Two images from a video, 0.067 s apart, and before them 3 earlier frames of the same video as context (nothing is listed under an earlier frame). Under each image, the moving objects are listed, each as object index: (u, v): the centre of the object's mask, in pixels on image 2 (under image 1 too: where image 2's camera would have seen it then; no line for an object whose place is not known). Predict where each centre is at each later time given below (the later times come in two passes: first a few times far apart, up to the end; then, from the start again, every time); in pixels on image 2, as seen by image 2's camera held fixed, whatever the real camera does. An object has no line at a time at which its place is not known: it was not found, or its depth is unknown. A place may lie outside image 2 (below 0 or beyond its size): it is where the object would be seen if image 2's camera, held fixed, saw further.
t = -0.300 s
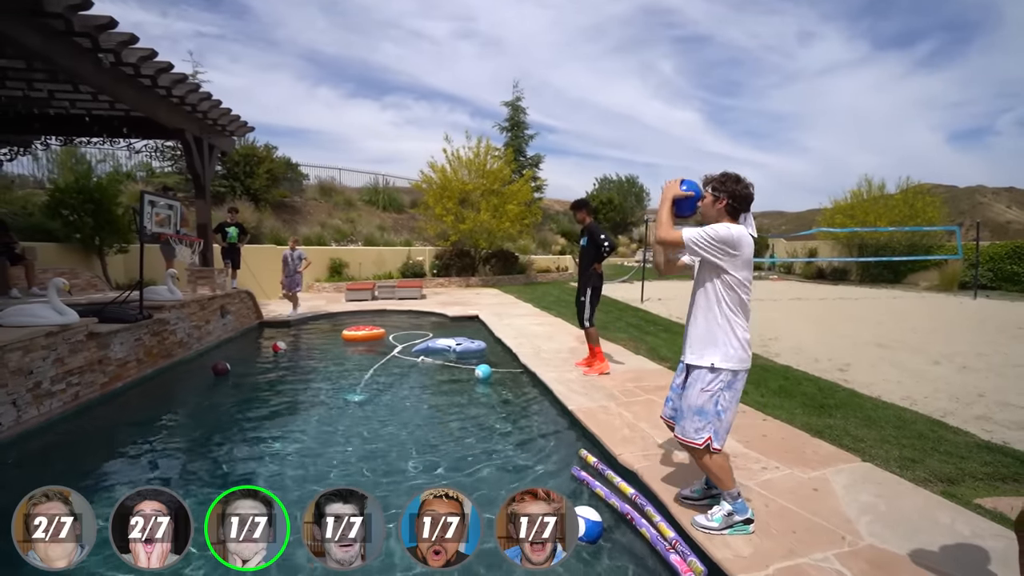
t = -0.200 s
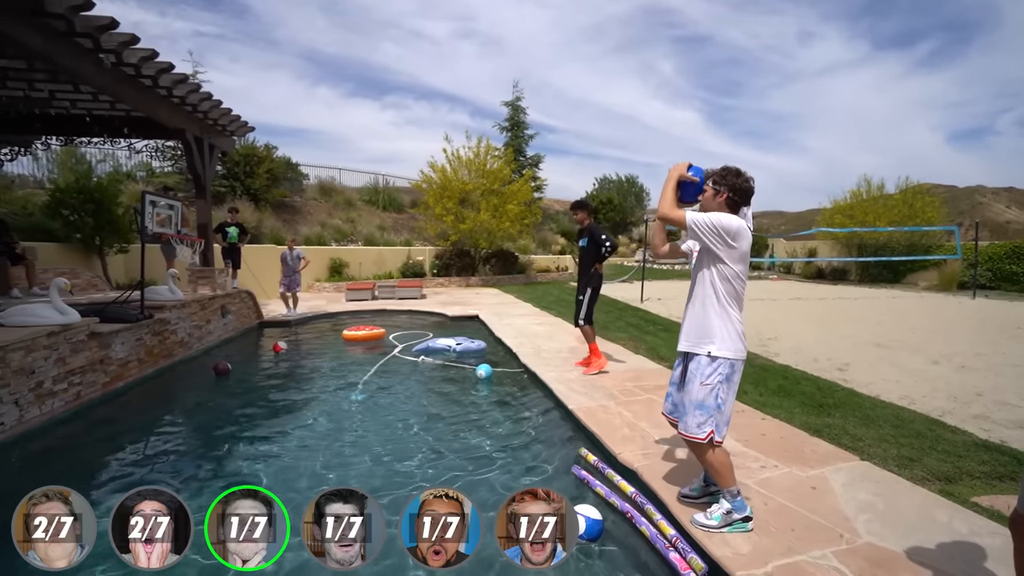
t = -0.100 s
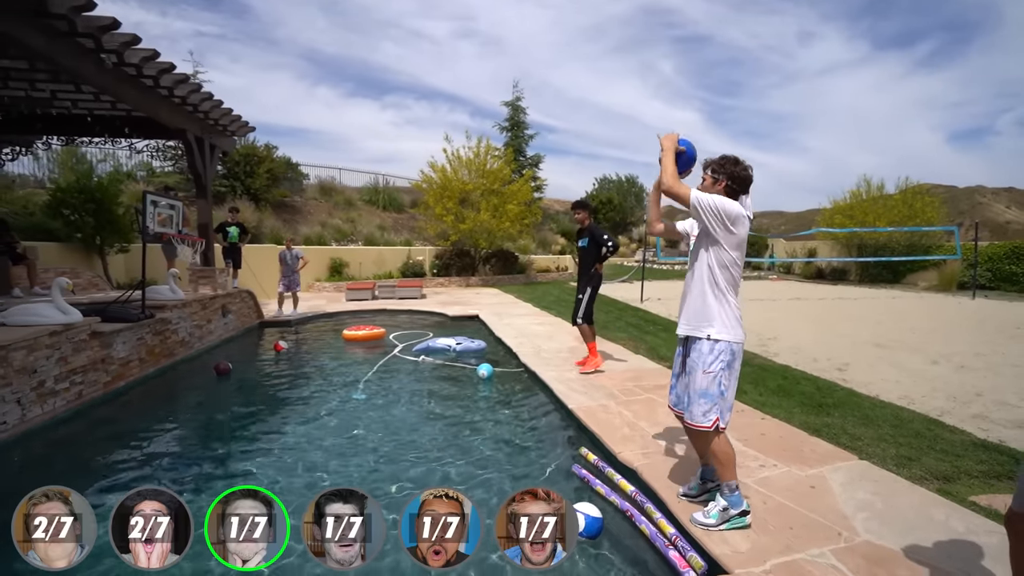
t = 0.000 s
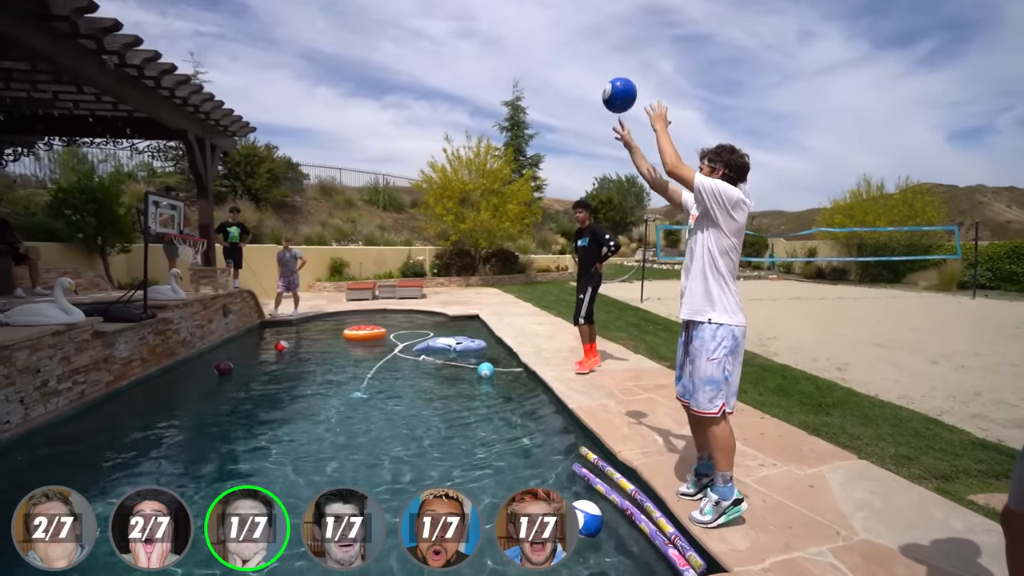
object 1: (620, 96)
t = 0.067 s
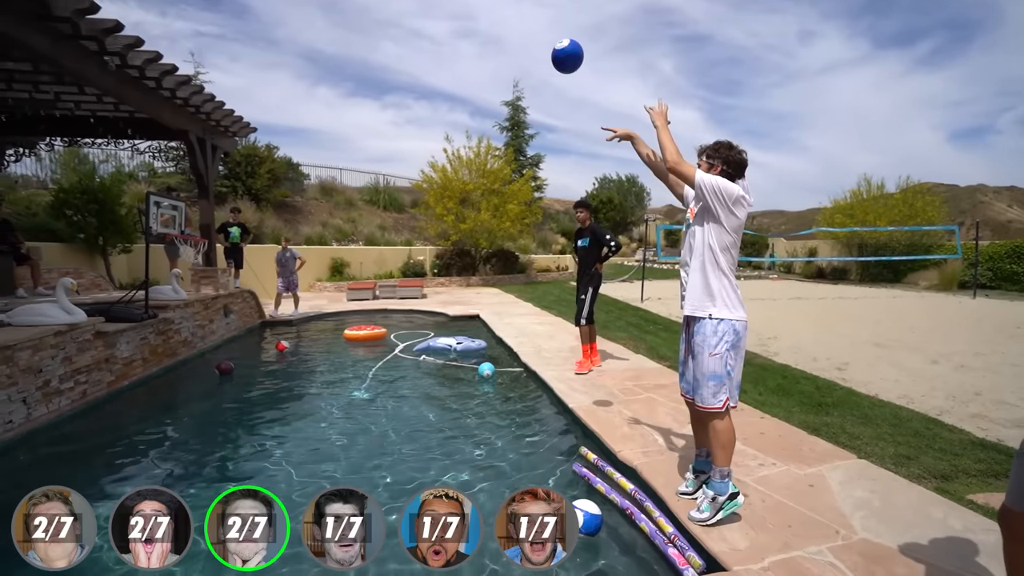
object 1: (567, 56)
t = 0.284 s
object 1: (432, 5)
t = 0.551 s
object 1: (317, 20)
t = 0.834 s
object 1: (235, 110)
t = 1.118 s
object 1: (186, 233)
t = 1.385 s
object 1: (173, 225)
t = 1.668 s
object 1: (196, 242)
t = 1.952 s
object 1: (227, 320)
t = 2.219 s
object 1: (245, 383)
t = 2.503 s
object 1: (251, 362)
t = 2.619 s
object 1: (255, 367)
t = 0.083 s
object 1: (555, 48)
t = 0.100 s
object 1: (543, 41)
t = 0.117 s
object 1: (532, 34)
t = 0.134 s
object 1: (520, 28)
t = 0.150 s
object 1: (509, 23)
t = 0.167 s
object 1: (499, 18)
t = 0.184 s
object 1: (489, 14)
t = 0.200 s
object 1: (479, 12)
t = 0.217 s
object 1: (469, 10)
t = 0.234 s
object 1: (459, 8)
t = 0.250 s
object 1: (450, 7)
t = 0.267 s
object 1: (441, 6)
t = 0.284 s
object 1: (432, 5)
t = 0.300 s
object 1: (424, 4)
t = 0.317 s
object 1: (415, 4)
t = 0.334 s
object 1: (407, 4)
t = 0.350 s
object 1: (399, 4)
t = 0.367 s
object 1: (392, 3)
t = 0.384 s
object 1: (384, 4)
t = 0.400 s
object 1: (377, 4)
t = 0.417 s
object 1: (369, 5)
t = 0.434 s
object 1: (362, 5)
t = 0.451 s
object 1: (355, 6)
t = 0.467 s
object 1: (348, 7)
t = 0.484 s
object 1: (342, 9)
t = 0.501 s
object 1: (335, 10)
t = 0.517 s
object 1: (329, 13)
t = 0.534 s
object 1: (323, 17)
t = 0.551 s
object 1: (317, 20)
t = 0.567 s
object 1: (311, 24)
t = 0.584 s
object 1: (305, 28)
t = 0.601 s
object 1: (300, 32)
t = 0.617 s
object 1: (295, 37)
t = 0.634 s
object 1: (289, 41)
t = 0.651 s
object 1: (284, 46)
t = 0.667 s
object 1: (279, 51)
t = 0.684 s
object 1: (274, 56)
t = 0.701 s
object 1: (269, 62)
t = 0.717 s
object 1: (265, 67)
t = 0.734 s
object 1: (260, 73)
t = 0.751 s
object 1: (256, 79)
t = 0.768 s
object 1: (251, 85)
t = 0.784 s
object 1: (247, 91)
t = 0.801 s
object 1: (243, 97)
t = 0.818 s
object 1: (239, 104)
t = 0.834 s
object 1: (235, 110)
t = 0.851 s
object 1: (231, 116)
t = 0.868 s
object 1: (228, 123)
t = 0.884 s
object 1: (224, 130)
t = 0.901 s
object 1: (221, 137)
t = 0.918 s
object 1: (217, 144)
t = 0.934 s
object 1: (214, 152)
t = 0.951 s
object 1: (210, 159)
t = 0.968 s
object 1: (207, 167)
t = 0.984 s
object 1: (204, 174)
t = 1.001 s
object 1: (201, 181)
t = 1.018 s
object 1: (199, 189)
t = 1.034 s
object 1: (196, 197)
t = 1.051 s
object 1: (194, 205)
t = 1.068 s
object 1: (191, 214)
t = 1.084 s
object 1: (188, 221)
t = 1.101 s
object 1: (185, 229)
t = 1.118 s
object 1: (186, 233)
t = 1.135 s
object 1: (191, 236)
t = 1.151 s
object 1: (200, 237)
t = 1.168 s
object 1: (199, 236)
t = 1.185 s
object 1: (196, 235)
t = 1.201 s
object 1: (192, 233)
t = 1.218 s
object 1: (190, 231)
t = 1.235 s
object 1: (187, 230)
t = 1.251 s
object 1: (186, 229)
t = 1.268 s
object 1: (184, 228)
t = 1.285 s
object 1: (183, 227)
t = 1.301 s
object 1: (181, 226)
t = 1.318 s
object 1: (180, 225)
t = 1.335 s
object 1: (178, 225)
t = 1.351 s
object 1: (177, 225)
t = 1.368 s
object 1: (175, 225)
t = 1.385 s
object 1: (173, 225)
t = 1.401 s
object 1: (173, 225)
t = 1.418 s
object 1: (174, 226)
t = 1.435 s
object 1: (174, 227)
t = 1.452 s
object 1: (176, 227)
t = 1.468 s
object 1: (176, 227)
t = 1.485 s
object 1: (177, 227)
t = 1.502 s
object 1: (179, 227)
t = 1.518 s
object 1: (180, 228)
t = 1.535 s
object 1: (181, 229)
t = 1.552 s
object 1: (183, 229)
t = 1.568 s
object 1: (185, 230)
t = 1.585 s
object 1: (187, 232)
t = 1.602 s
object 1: (189, 234)
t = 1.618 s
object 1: (190, 235)
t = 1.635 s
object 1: (191, 236)
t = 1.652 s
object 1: (194, 240)
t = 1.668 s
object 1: (196, 242)
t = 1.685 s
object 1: (198, 245)
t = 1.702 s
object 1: (201, 249)
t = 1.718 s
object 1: (203, 252)
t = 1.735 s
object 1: (205, 256)
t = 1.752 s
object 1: (206, 258)
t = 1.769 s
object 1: (209, 262)
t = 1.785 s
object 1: (210, 266)
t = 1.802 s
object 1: (211, 271)
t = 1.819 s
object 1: (214, 275)
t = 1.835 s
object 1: (215, 280)
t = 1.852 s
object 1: (217, 286)
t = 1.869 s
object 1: (218, 291)
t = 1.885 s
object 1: (220, 296)
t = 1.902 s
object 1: (222, 301)
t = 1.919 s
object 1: (224, 308)
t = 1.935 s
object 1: (226, 314)
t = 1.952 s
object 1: (227, 320)
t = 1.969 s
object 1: (229, 326)
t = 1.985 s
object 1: (231, 333)
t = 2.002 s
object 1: (233, 340)
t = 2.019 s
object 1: (235, 348)
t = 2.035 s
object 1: (237, 356)
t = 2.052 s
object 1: (239, 363)
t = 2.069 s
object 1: (241, 371)
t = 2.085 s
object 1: (243, 377)
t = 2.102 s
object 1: (243, 379)
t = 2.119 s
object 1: (244, 381)
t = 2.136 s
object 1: (244, 380)
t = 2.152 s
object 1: (244, 381)
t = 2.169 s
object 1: (243, 381)
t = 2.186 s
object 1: (242, 381)
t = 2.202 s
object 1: (244, 382)
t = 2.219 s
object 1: (245, 383)
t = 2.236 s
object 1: (245, 382)
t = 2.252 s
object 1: (246, 382)
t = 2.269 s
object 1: (245, 382)
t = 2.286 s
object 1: (246, 381)
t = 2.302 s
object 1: (246, 381)
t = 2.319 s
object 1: (247, 377)
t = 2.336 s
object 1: (246, 374)
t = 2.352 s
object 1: (247, 371)
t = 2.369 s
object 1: (246, 370)
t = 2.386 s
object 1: (247, 368)
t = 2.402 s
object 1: (247, 366)
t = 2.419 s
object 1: (248, 365)
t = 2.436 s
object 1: (249, 363)
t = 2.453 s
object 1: (249, 363)
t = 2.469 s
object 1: (250, 362)
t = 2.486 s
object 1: (251, 362)
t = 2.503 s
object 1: (251, 362)
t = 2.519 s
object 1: (251, 362)
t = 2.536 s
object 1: (252, 362)
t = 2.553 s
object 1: (252, 363)
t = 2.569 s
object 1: (253, 364)
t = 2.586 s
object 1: (253, 364)
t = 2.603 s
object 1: (254, 366)
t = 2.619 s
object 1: (255, 367)
